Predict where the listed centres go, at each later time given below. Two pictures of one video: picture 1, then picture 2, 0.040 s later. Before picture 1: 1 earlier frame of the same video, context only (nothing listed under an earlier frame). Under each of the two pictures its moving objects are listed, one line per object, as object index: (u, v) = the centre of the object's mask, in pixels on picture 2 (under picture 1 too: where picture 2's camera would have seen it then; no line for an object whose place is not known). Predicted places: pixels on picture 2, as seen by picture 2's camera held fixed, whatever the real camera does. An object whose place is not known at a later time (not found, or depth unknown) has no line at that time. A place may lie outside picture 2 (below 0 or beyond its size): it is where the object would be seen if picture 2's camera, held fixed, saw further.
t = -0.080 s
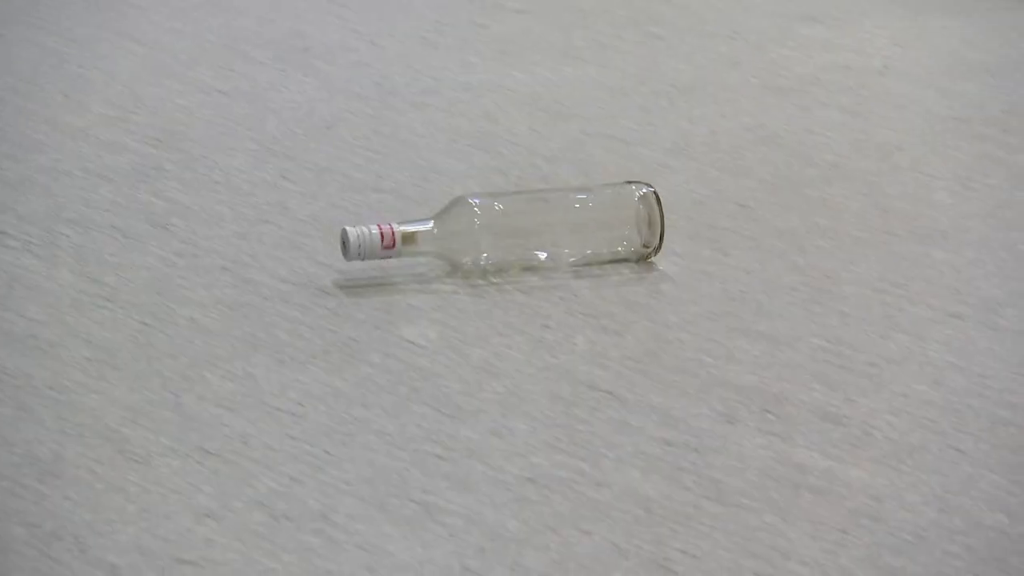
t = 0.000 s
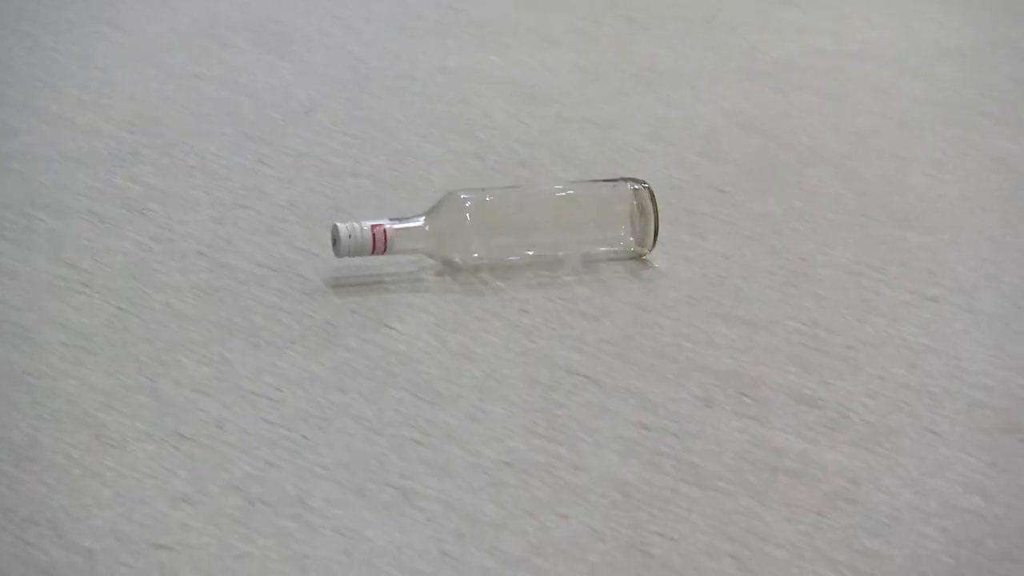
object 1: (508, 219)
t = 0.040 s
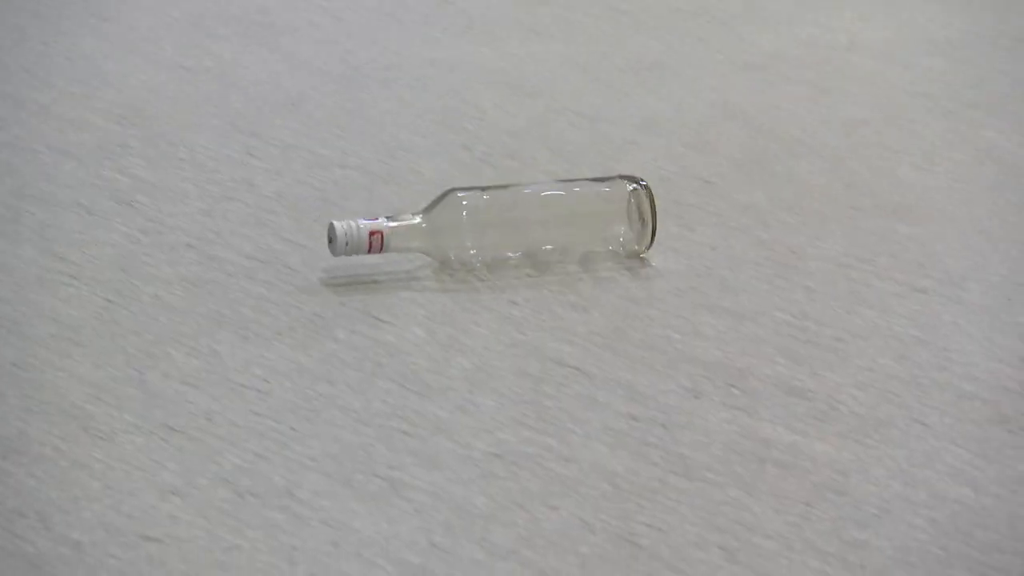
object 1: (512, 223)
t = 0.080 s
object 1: (519, 230)
